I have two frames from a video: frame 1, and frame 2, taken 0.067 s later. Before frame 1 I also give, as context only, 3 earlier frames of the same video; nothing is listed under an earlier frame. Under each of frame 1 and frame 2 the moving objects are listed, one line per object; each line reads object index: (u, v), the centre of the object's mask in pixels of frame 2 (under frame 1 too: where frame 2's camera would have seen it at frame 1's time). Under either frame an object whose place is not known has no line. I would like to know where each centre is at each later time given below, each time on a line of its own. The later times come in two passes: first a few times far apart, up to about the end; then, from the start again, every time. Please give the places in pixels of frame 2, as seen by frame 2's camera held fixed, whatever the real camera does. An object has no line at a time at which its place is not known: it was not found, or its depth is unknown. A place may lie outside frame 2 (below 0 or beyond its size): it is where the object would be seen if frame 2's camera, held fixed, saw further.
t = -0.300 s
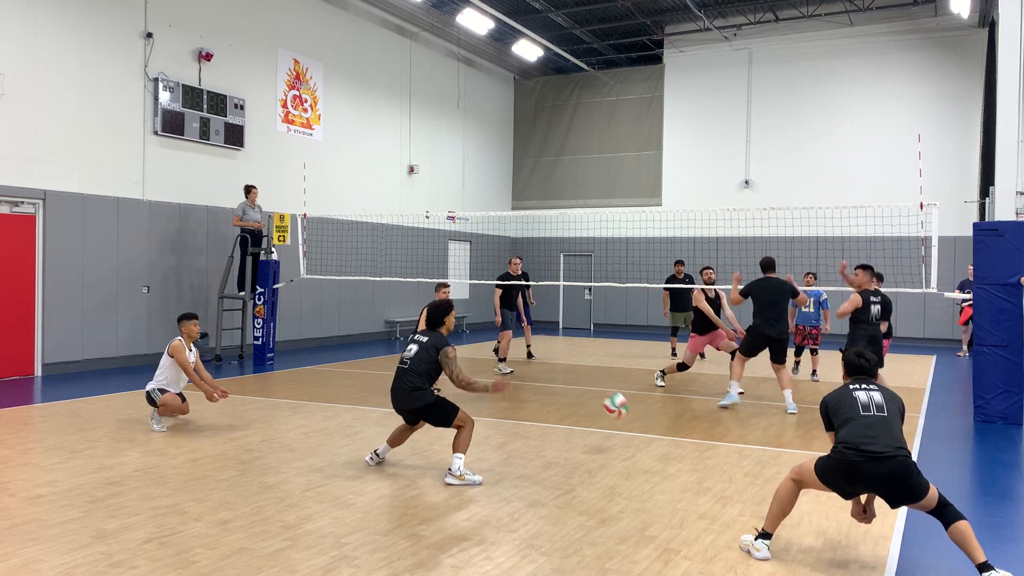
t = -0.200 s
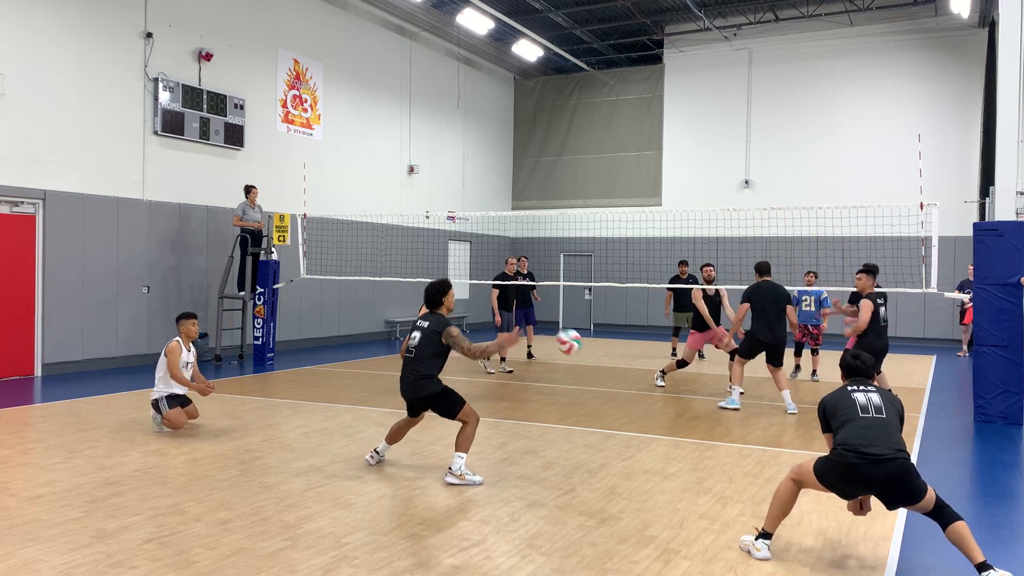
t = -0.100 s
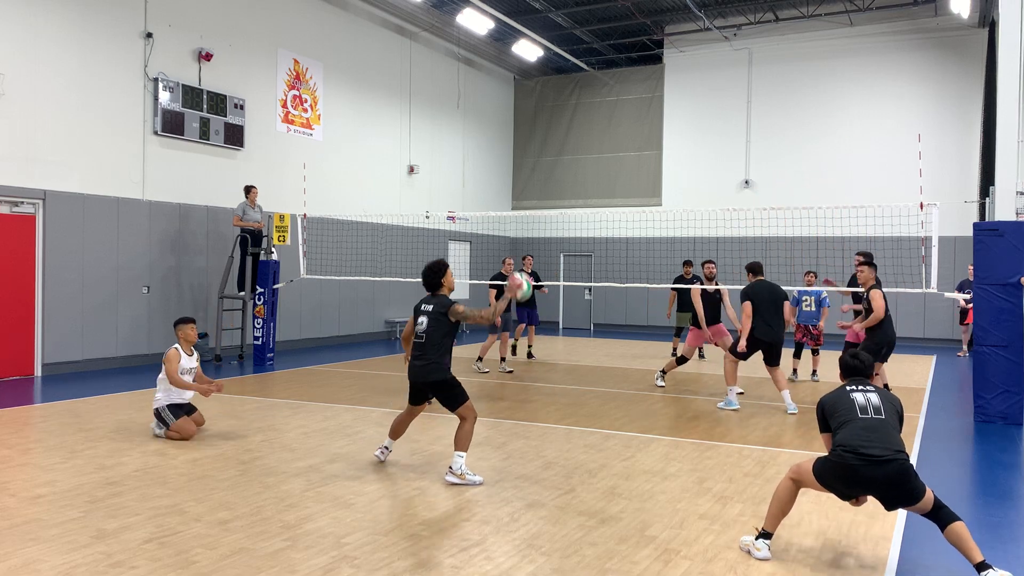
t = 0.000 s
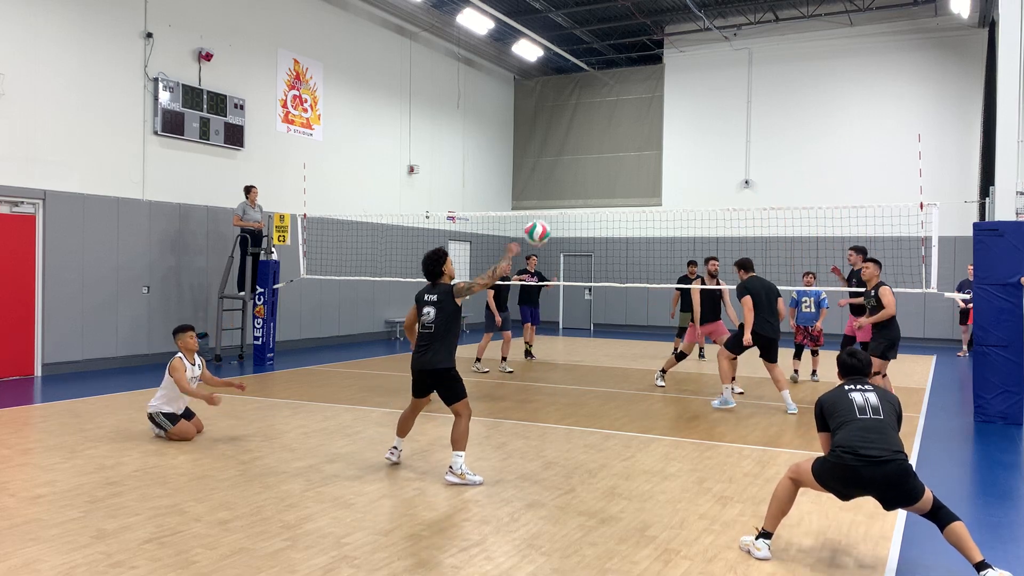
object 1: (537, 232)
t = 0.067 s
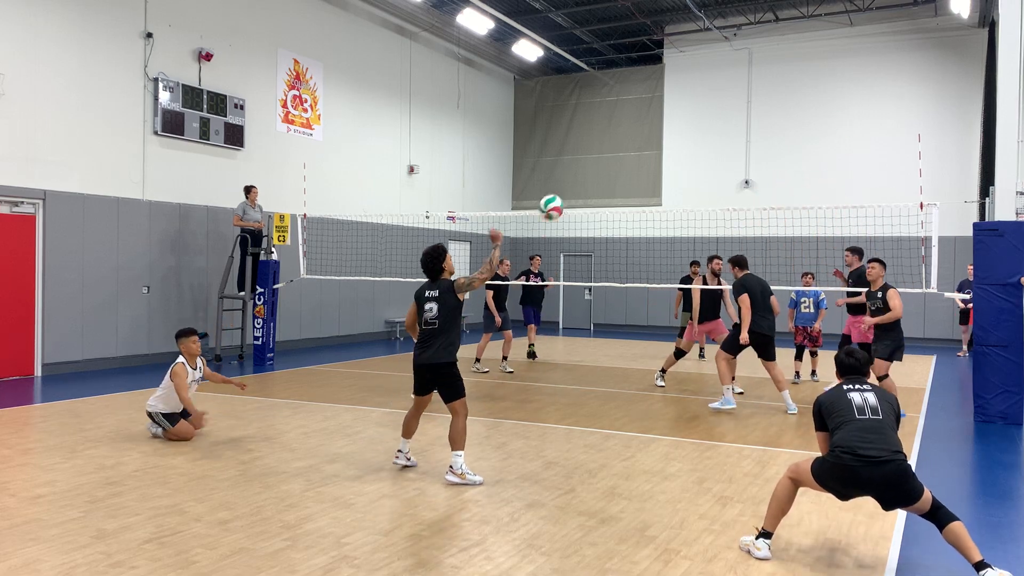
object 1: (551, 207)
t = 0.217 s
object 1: (581, 172)
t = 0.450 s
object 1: (621, 170)
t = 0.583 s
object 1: (641, 194)
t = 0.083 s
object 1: (555, 201)
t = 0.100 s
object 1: (558, 196)
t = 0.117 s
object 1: (561, 192)
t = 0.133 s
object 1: (564, 188)
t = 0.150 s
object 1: (567, 183)
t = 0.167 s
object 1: (571, 181)
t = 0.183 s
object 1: (574, 178)
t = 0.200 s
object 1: (577, 174)
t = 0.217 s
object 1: (581, 172)
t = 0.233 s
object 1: (584, 170)
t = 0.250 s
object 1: (587, 168)
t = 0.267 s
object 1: (590, 167)
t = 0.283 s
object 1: (593, 165)
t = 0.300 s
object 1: (596, 165)
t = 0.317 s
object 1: (599, 164)
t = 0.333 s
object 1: (602, 163)
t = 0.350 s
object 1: (605, 164)
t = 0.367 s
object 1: (607, 164)
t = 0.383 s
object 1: (610, 165)
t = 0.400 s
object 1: (613, 165)
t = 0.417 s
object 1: (616, 167)
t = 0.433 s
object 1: (618, 168)
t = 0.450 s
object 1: (621, 170)
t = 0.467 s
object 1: (624, 172)
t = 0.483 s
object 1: (627, 174)
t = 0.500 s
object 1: (629, 177)
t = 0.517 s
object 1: (632, 180)
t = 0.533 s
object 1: (634, 183)
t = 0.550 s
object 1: (637, 186)
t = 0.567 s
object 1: (639, 190)
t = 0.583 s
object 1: (641, 194)
